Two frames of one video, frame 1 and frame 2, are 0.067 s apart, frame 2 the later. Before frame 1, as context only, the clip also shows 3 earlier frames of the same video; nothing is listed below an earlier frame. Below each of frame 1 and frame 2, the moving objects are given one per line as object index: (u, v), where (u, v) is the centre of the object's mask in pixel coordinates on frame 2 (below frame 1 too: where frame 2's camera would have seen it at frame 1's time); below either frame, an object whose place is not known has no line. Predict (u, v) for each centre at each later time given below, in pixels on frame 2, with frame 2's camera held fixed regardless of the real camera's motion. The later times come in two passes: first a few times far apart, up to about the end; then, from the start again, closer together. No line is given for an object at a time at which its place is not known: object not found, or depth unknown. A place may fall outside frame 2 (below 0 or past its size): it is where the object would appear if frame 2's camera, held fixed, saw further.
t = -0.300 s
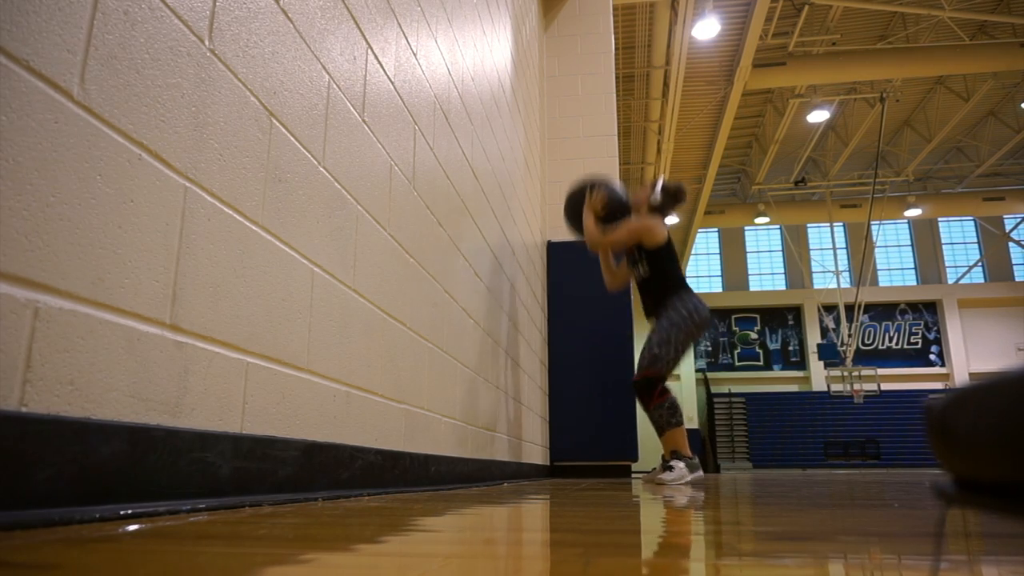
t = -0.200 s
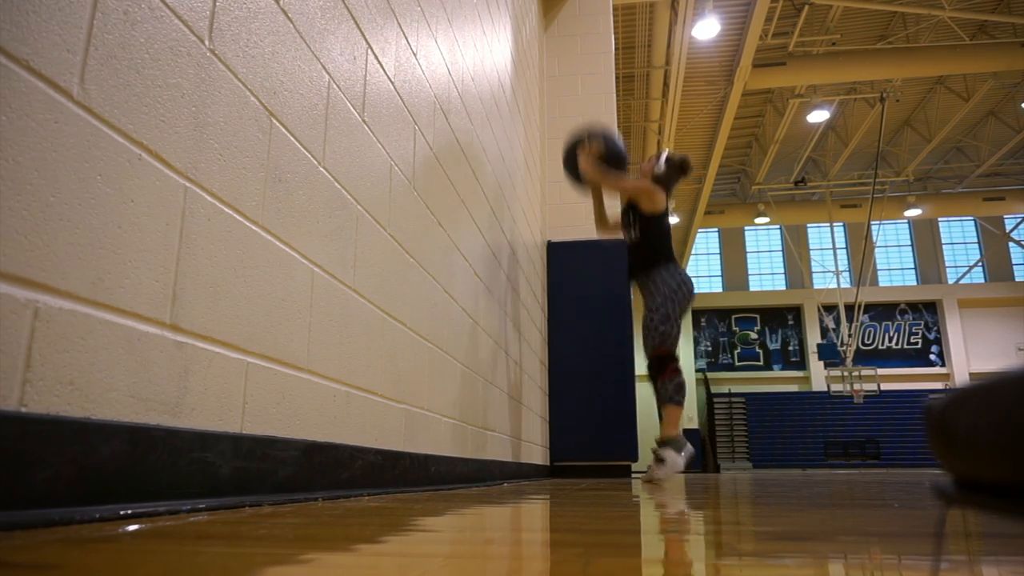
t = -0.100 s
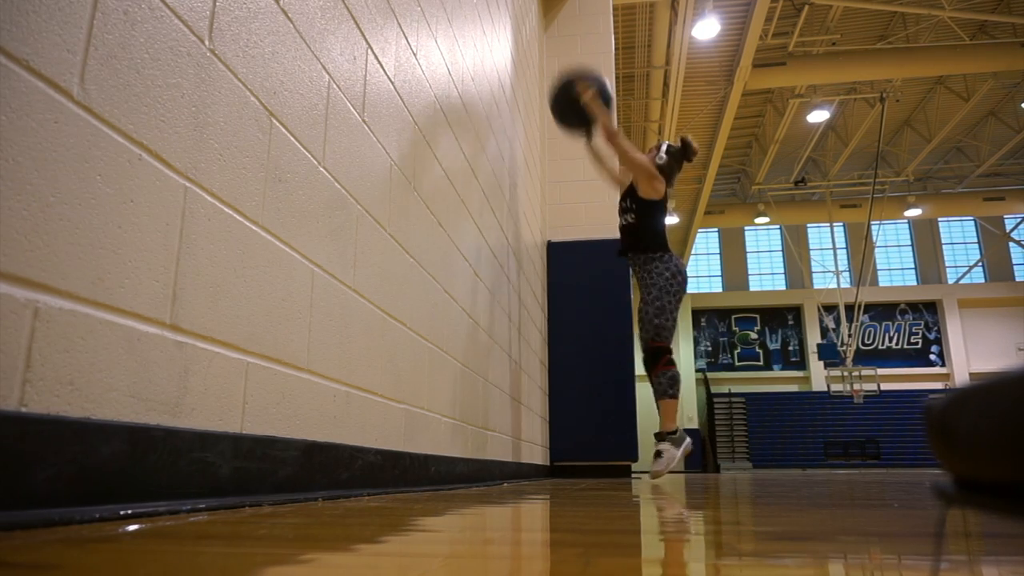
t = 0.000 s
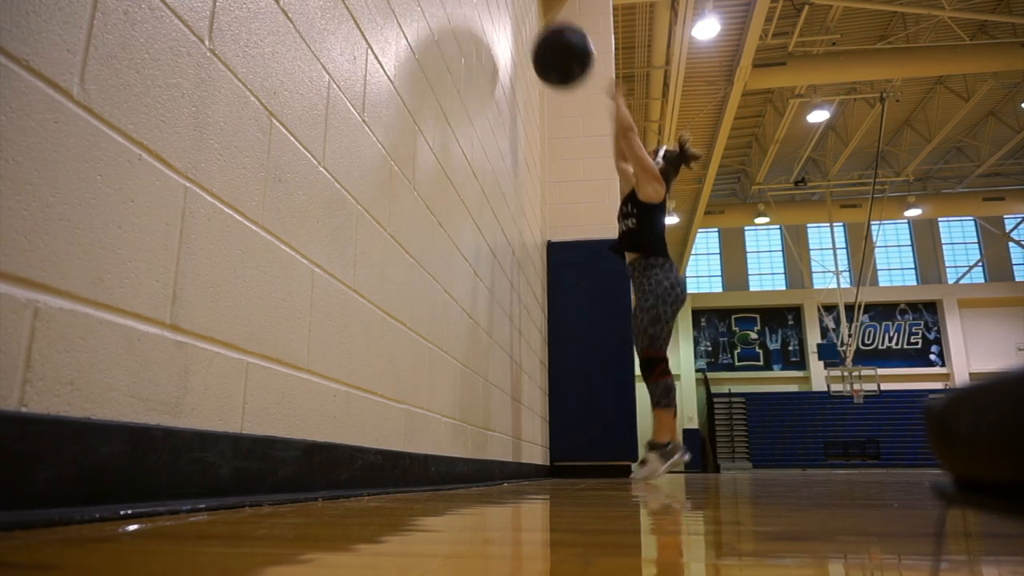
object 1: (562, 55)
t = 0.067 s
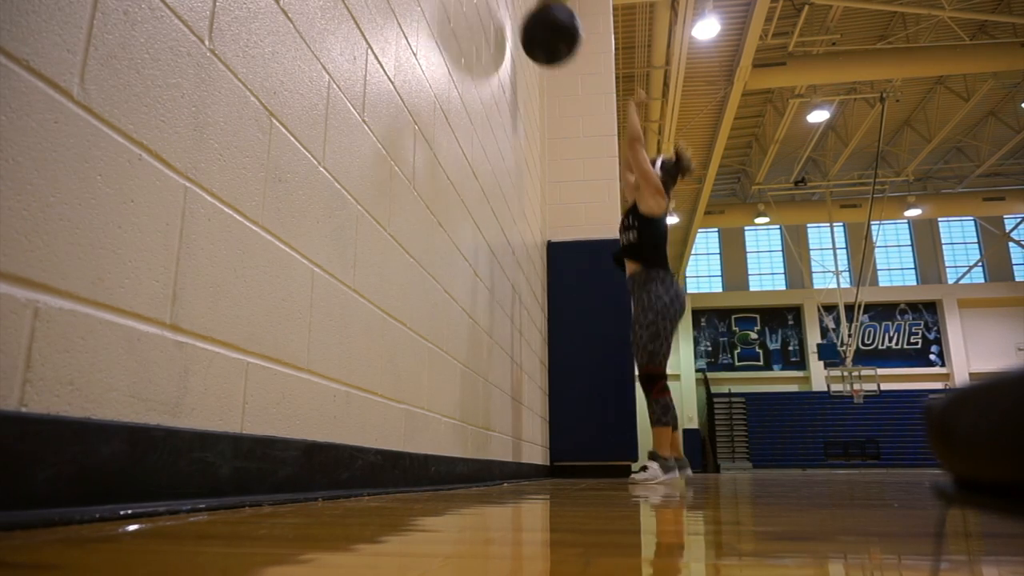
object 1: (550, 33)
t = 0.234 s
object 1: (541, 19)
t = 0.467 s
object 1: (561, 42)
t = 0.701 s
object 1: (581, 162)
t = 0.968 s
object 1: (609, 450)
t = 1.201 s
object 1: (618, 404)
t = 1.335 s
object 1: (625, 419)
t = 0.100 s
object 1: (544, 27)
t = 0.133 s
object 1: (538, 24)
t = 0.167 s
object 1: (537, 21)
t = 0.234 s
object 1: (541, 19)
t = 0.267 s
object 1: (544, 19)
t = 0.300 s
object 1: (547, 20)
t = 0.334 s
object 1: (550, 21)
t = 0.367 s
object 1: (553, 24)
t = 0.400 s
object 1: (555, 27)
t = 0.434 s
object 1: (558, 33)
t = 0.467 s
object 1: (561, 42)
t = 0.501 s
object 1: (564, 53)
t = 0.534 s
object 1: (567, 66)
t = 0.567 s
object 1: (570, 81)
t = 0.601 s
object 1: (573, 97)
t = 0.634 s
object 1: (576, 117)
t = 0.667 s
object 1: (578, 138)
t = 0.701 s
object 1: (581, 162)
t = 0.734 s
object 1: (584, 186)
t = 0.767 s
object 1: (587, 215)
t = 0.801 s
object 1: (590, 252)
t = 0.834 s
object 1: (594, 285)
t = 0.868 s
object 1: (598, 324)
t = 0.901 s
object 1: (601, 366)
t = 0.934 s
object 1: (605, 412)
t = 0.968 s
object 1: (609, 450)
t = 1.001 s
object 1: (611, 443)
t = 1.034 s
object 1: (612, 431)
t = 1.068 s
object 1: (613, 421)
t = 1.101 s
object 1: (614, 414)
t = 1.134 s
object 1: (616, 409)
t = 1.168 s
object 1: (617, 406)
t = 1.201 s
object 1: (618, 404)
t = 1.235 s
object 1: (620, 405)
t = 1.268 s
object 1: (622, 408)
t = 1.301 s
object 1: (623, 412)
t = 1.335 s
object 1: (625, 419)
